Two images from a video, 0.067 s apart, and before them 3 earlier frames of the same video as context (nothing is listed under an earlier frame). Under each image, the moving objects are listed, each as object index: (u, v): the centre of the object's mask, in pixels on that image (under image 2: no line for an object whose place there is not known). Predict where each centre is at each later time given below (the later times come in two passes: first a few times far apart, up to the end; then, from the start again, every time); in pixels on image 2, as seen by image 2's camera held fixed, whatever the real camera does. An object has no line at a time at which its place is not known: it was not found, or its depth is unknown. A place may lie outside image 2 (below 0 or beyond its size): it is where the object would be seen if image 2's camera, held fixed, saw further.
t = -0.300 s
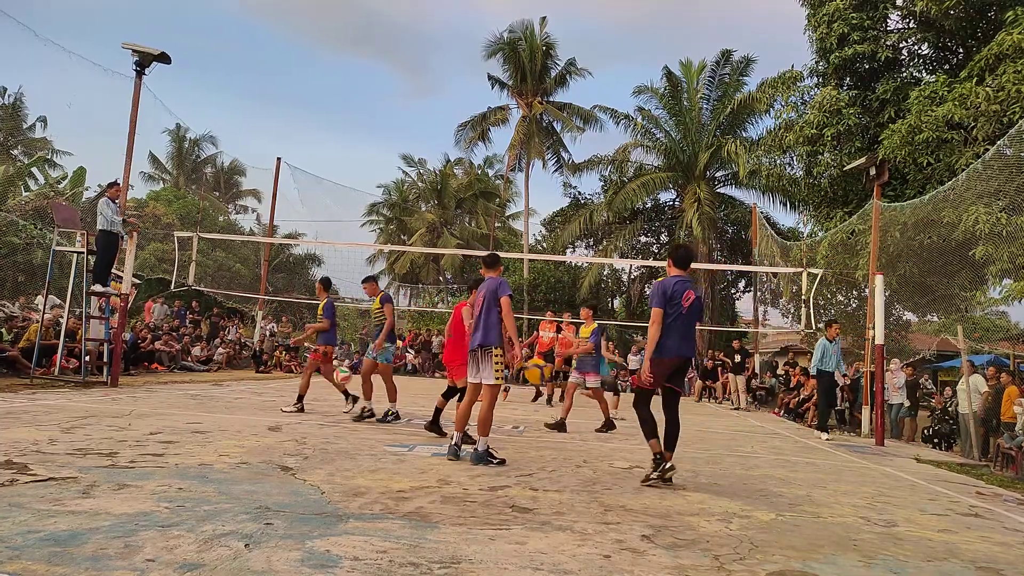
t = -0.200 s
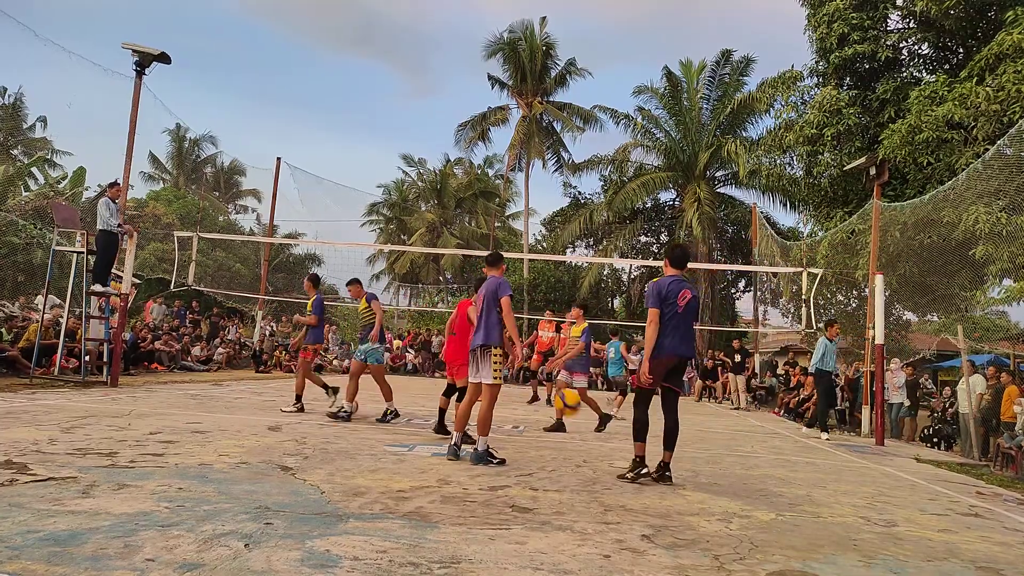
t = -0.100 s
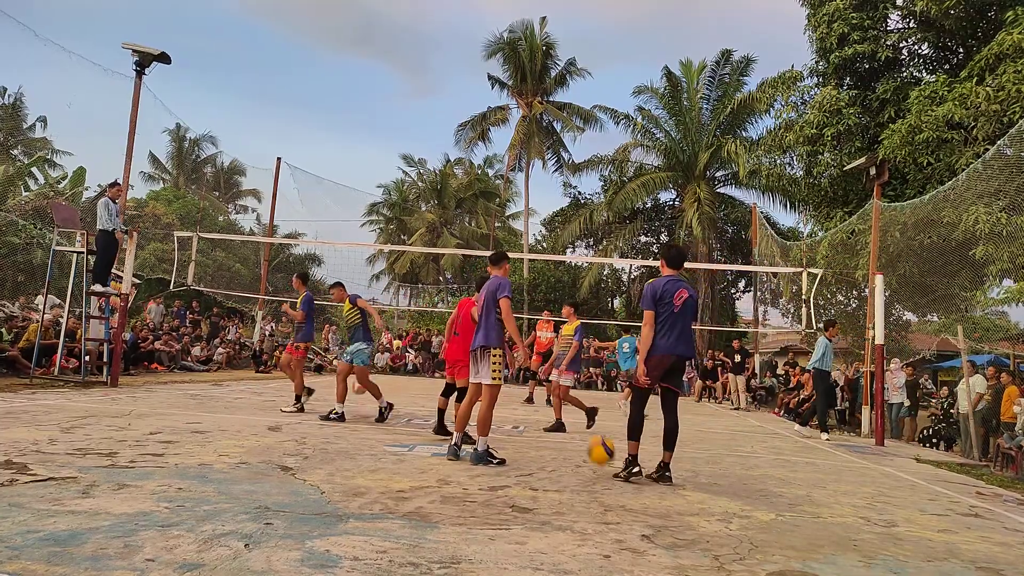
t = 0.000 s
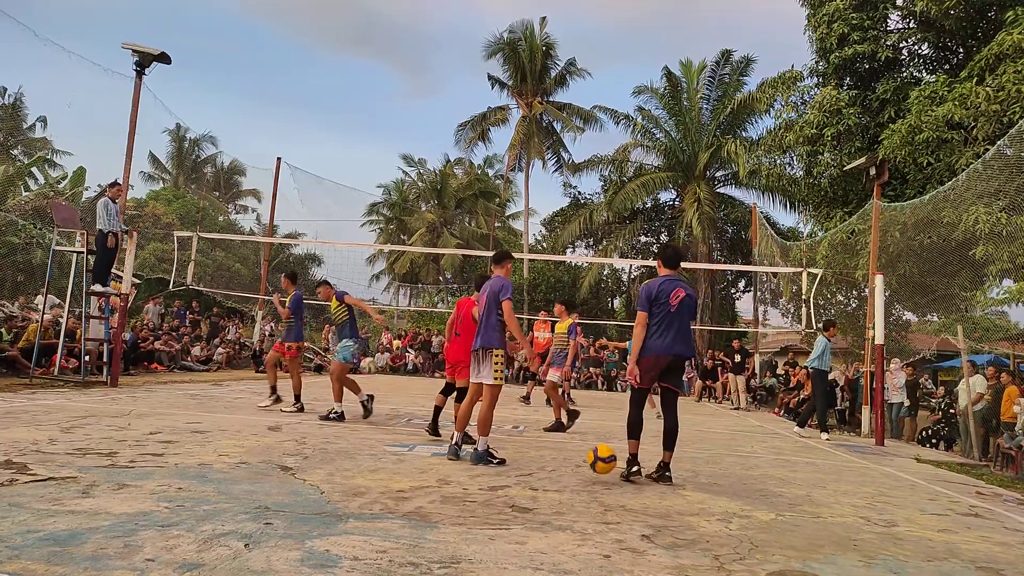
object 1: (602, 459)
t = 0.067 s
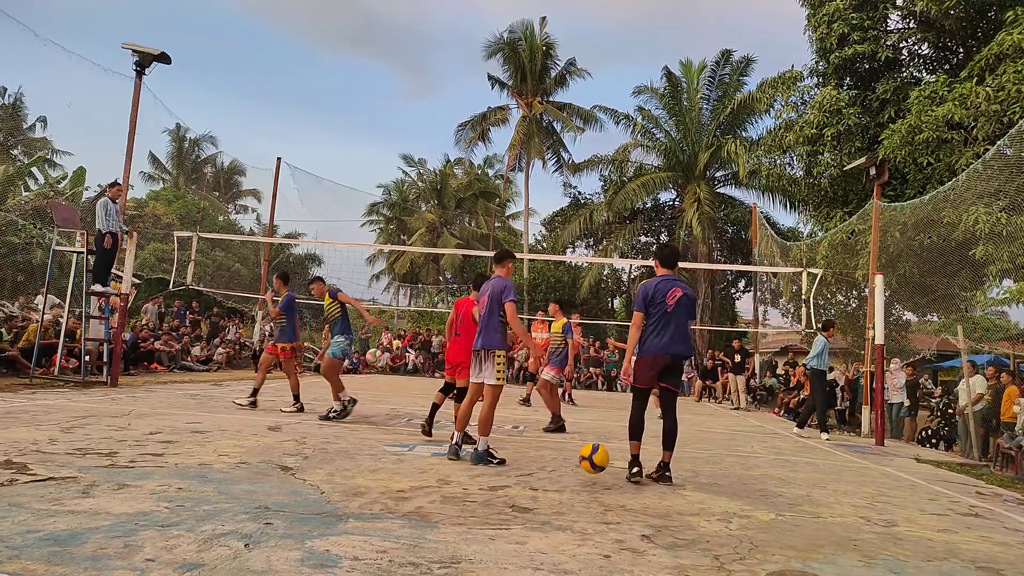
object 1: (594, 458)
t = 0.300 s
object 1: (559, 475)
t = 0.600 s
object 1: (504, 492)
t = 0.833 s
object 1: (448, 508)
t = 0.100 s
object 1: (589, 460)
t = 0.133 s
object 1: (585, 464)
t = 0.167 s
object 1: (579, 469)
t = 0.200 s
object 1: (575, 476)
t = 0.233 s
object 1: (570, 482)
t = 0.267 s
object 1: (565, 477)
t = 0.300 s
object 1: (559, 475)
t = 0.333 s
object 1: (554, 474)
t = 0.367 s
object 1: (548, 475)
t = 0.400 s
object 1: (543, 477)
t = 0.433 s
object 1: (536, 482)
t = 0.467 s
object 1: (530, 489)
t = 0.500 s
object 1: (523, 498)
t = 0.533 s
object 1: (517, 496)
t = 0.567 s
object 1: (510, 493)
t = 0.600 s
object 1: (504, 492)
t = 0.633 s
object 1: (497, 493)
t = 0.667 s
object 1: (489, 496)
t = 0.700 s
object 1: (481, 502)
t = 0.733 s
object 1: (473, 511)
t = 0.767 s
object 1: (465, 515)
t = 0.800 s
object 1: (456, 510)
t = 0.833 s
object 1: (448, 508)
